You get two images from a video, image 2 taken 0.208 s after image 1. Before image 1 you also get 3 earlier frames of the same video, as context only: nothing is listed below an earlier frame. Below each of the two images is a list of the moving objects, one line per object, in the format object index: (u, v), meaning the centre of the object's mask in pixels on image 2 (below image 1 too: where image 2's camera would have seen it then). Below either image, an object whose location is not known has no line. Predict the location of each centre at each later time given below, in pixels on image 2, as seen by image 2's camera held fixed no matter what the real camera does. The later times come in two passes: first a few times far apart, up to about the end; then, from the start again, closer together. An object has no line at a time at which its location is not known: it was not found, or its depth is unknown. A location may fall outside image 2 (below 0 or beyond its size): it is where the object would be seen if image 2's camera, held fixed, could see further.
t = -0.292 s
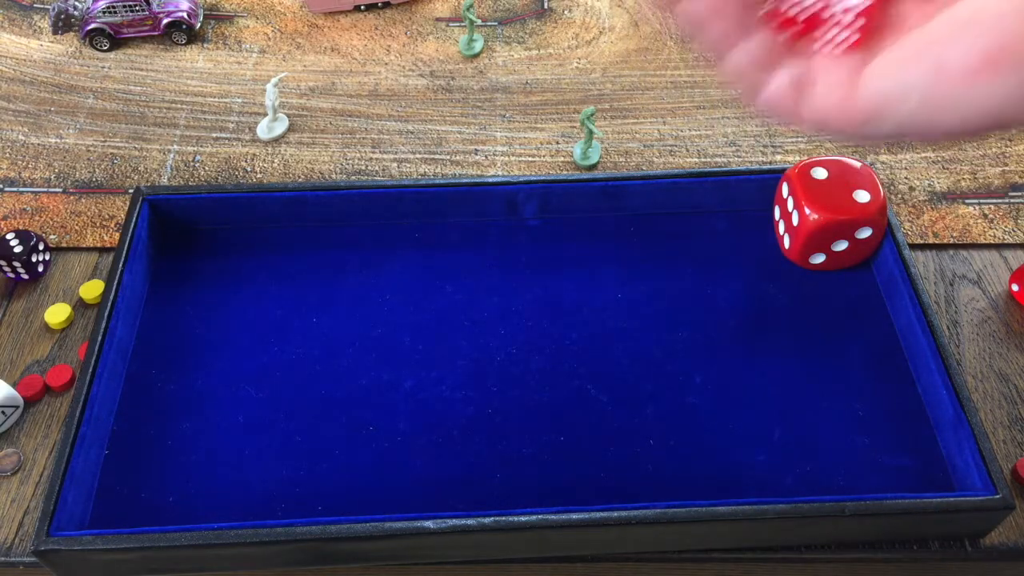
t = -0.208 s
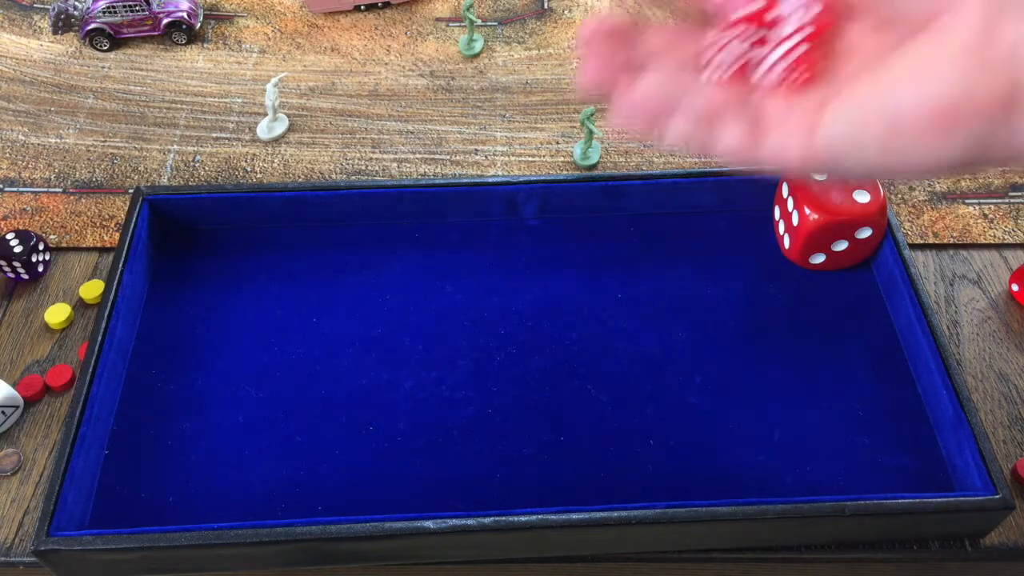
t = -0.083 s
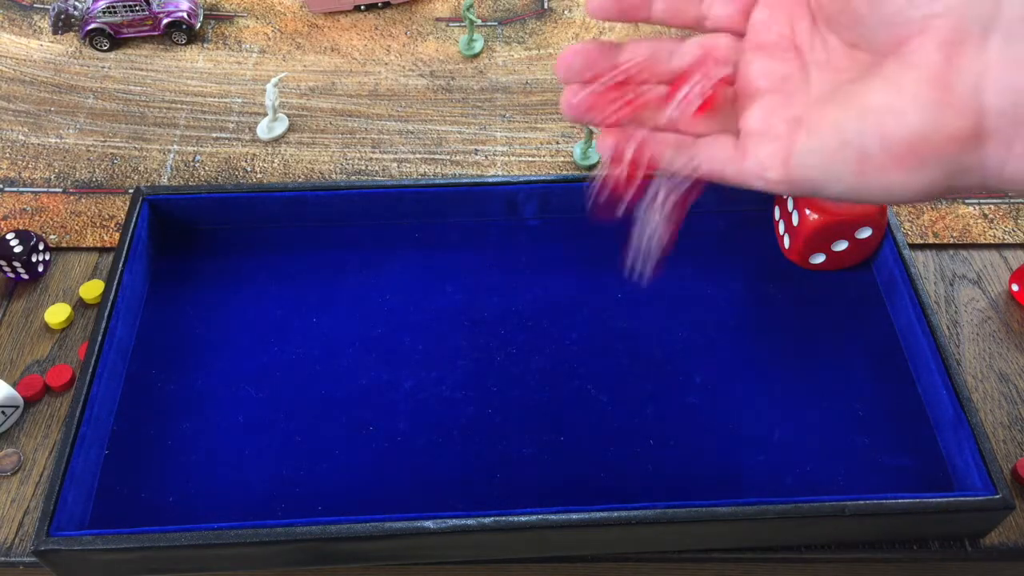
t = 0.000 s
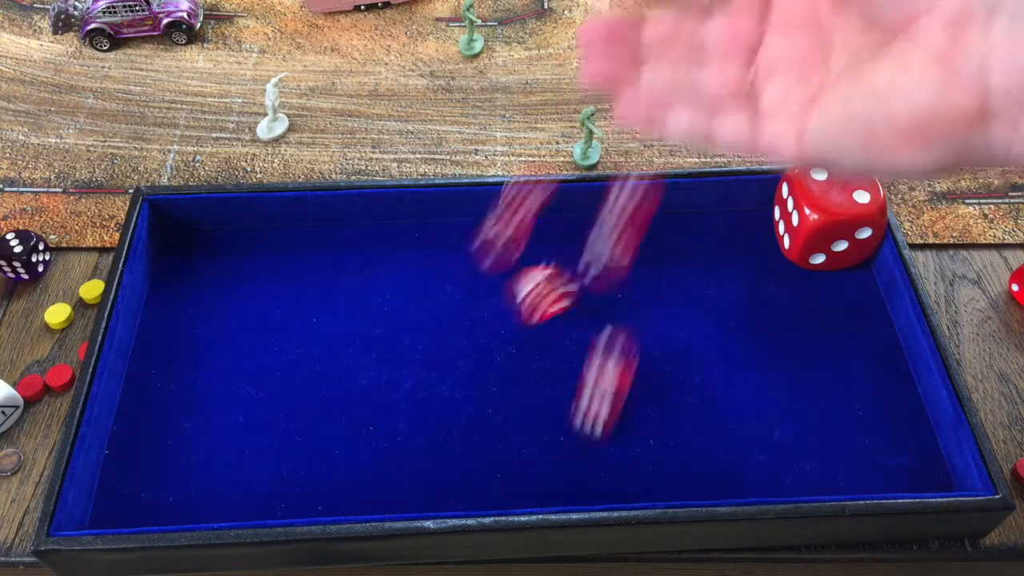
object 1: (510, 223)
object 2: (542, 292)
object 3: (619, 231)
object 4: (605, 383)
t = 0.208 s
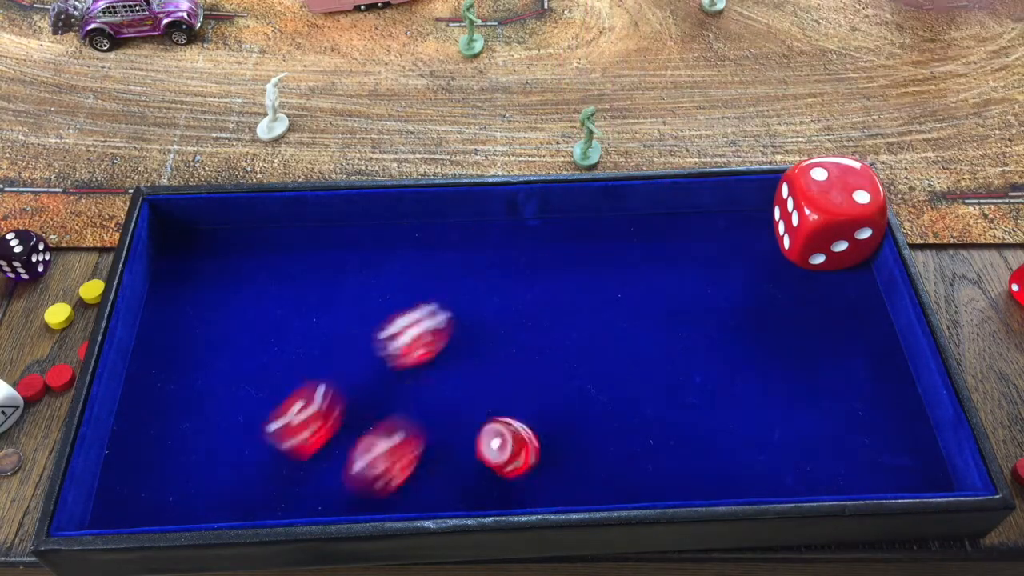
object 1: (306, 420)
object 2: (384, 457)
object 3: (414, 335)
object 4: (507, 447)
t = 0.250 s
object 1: (281, 444)
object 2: (360, 481)
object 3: (382, 348)
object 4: (503, 441)
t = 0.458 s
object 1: (270, 485)
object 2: (324, 486)
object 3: (354, 360)
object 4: (493, 411)
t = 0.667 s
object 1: (270, 485)
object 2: (324, 486)
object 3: (354, 360)
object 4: (491, 417)
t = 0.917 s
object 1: (270, 485)
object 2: (324, 486)
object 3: (354, 360)
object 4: (491, 417)
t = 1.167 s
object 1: (270, 485)
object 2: (324, 486)
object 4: (491, 417)
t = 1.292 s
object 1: (271, 485)
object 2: (325, 486)
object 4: (491, 417)
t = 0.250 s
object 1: (281, 444)
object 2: (360, 481)
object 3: (382, 348)
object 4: (503, 441)
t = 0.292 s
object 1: (271, 460)
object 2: (338, 494)
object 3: (364, 355)
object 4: (499, 433)
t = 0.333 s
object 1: (271, 475)
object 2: (329, 489)
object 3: (355, 359)
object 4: (493, 426)
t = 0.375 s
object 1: (271, 483)
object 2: (325, 486)
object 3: (354, 360)
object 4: (490, 419)
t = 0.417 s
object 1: (270, 485)
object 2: (324, 486)
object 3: (354, 360)
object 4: (490, 413)
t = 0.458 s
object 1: (270, 485)
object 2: (324, 486)
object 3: (354, 360)
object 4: (493, 411)
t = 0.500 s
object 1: (270, 485)
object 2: (324, 486)
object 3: (354, 360)
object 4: (495, 411)
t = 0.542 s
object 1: (270, 485)
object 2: (324, 486)
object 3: (354, 360)
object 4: (494, 415)
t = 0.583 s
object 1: (270, 485)
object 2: (324, 486)
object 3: (354, 360)
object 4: (491, 417)
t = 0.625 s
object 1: (270, 485)
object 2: (324, 486)
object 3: (354, 360)
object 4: (491, 417)
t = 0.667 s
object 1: (270, 485)
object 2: (324, 486)
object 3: (354, 360)
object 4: (491, 417)
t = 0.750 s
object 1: (270, 485)
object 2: (324, 486)
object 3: (354, 360)
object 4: (491, 417)
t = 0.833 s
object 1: (270, 485)
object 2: (324, 486)
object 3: (354, 360)
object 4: (491, 417)
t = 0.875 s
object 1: (270, 485)
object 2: (324, 486)
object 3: (354, 360)
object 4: (491, 417)
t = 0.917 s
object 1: (270, 485)
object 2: (324, 486)
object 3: (354, 360)
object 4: (491, 417)
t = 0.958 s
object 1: (270, 485)
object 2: (324, 486)
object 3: (354, 360)
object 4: (491, 417)
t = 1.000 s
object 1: (270, 485)
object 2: (324, 486)
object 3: (354, 360)
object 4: (491, 417)
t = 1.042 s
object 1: (270, 485)
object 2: (324, 486)
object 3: (354, 360)
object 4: (491, 417)
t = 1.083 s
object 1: (271, 485)
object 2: (324, 486)
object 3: (354, 360)
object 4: (491, 417)
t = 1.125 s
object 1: (270, 485)
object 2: (324, 486)
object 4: (491, 417)
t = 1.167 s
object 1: (270, 485)
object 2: (324, 486)
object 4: (491, 417)
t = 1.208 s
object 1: (271, 485)
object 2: (324, 486)
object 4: (491, 417)
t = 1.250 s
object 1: (271, 485)
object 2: (324, 486)
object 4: (491, 417)
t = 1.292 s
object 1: (271, 485)
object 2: (325, 486)
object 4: (491, 417)
